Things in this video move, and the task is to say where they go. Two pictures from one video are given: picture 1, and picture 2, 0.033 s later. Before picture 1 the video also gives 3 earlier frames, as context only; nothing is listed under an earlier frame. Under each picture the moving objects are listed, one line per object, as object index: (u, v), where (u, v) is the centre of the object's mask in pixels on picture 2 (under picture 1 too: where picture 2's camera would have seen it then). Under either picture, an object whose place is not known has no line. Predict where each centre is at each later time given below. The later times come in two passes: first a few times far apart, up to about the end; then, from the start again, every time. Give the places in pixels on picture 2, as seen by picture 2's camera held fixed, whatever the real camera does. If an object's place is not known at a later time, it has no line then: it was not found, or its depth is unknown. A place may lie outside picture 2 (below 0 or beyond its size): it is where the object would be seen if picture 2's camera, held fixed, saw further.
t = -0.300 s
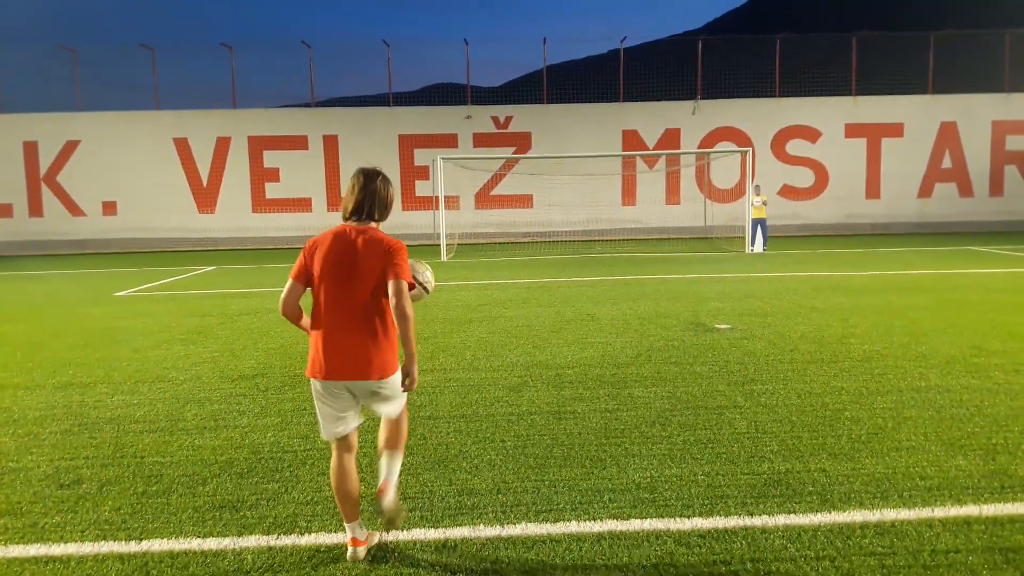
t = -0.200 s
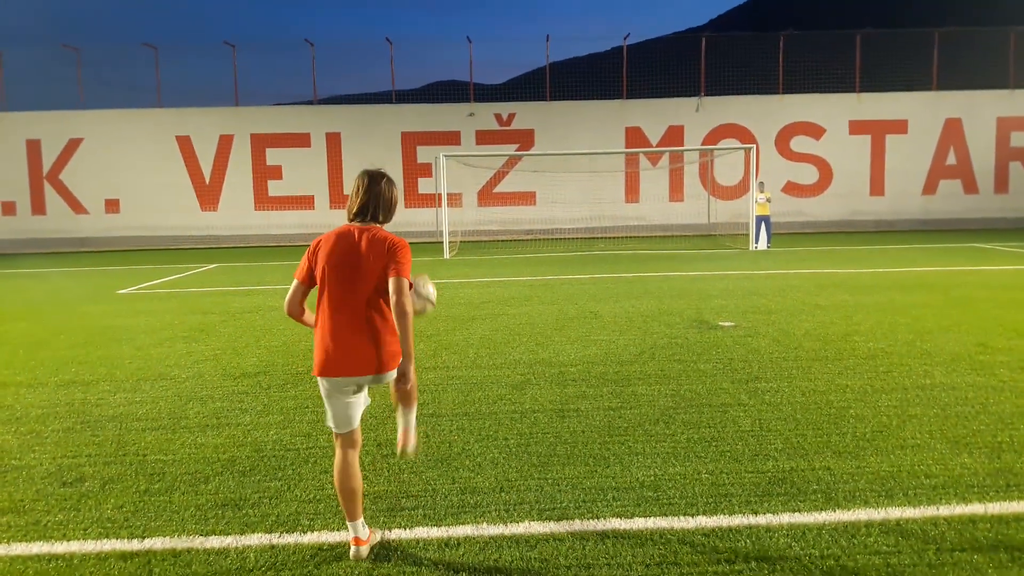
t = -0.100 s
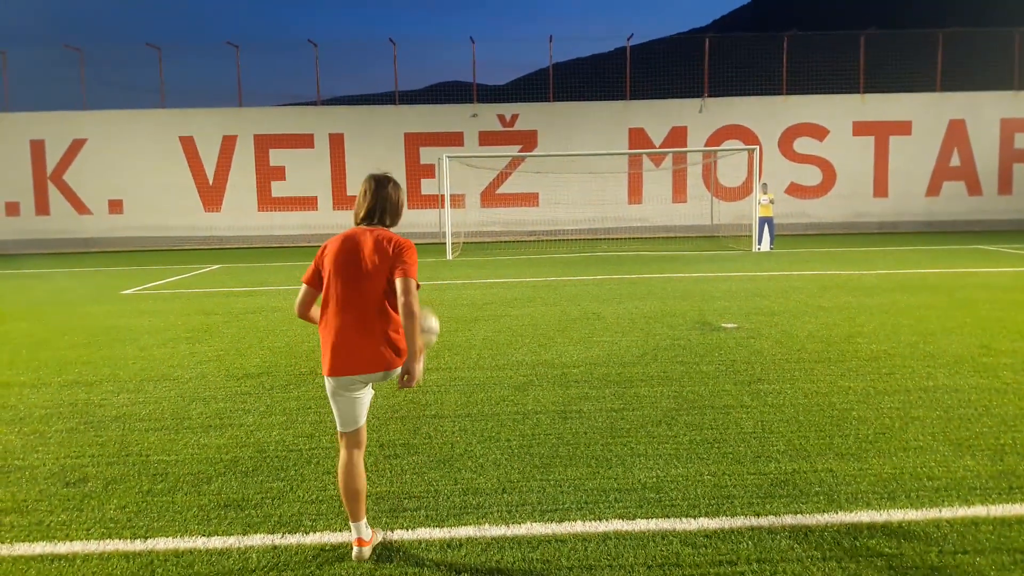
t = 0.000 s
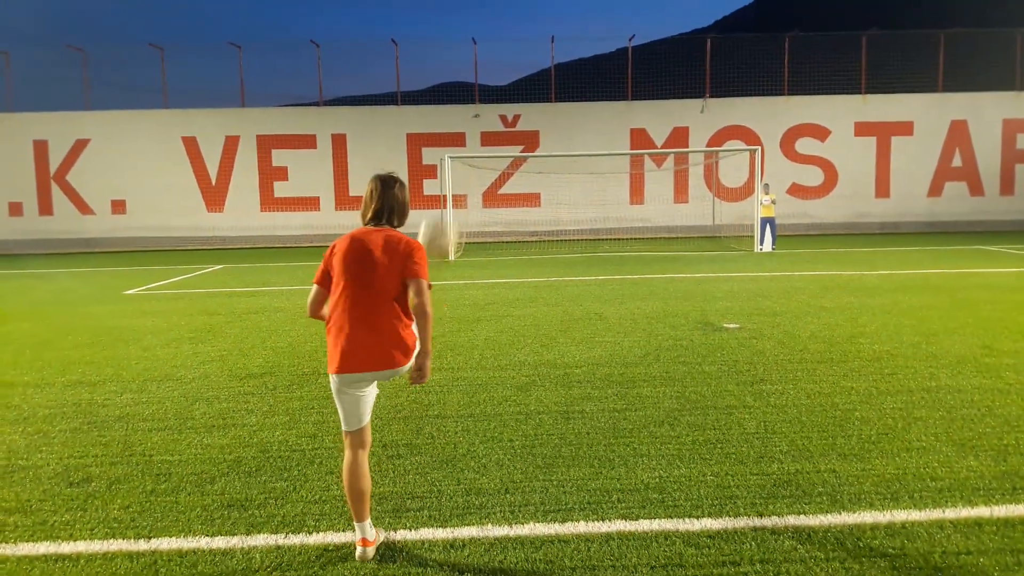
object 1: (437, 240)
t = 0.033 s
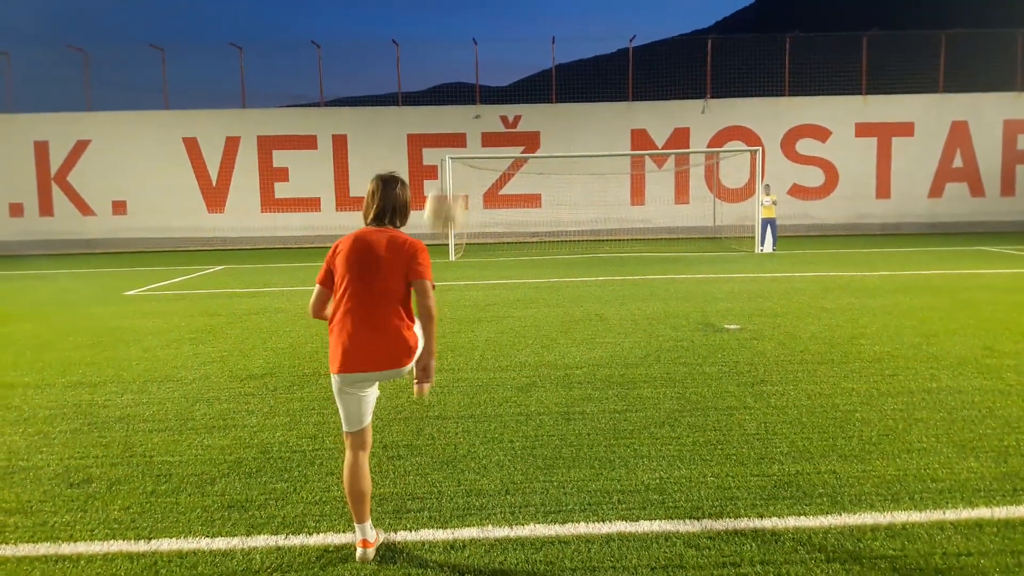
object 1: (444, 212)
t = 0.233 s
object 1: (481, 75)
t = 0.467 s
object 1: (524, 7)
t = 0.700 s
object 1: (565, 31)
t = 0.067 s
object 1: (449, 183)
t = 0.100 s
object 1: (455, 157)
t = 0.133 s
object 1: (462, 131)
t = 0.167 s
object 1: (468, 110)
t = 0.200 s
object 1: (474, 92)
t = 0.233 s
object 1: (481, 75)
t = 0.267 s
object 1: (487, 58)
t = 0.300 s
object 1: (493, 44)
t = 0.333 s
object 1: (499, 32)
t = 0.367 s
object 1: (506, 23)
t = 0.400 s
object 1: (511, 15)
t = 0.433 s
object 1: (518, 10)
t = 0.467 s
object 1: (524, 7)
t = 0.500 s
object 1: (530, 5)
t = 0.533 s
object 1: (536, 5)
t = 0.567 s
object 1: (542, 6)
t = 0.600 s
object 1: (548, 9)
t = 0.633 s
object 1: (554, 15)
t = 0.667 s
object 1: (559, 22)
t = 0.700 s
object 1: (565, 31)
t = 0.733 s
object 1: (571, 43)
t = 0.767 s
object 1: (576, 56)
